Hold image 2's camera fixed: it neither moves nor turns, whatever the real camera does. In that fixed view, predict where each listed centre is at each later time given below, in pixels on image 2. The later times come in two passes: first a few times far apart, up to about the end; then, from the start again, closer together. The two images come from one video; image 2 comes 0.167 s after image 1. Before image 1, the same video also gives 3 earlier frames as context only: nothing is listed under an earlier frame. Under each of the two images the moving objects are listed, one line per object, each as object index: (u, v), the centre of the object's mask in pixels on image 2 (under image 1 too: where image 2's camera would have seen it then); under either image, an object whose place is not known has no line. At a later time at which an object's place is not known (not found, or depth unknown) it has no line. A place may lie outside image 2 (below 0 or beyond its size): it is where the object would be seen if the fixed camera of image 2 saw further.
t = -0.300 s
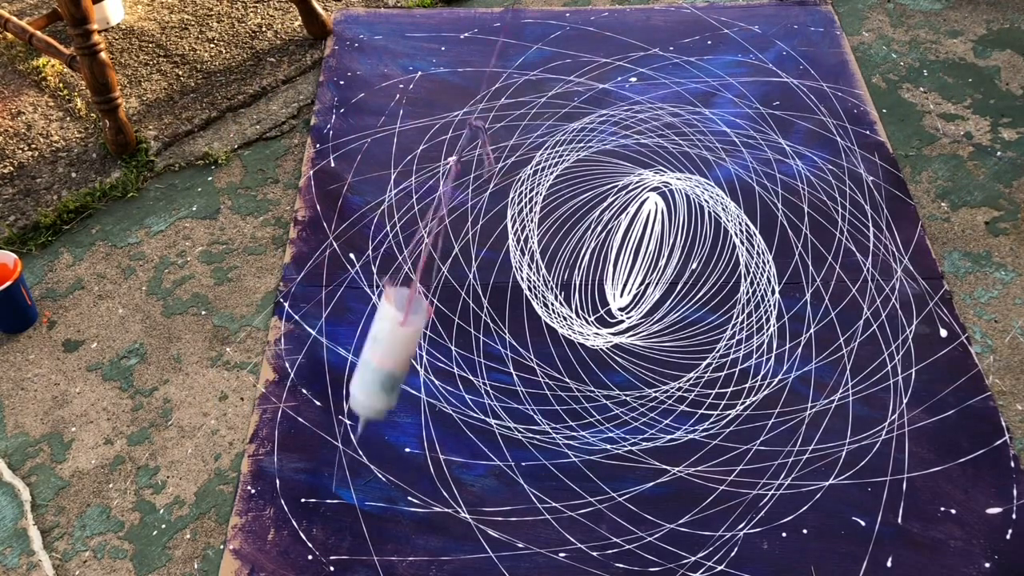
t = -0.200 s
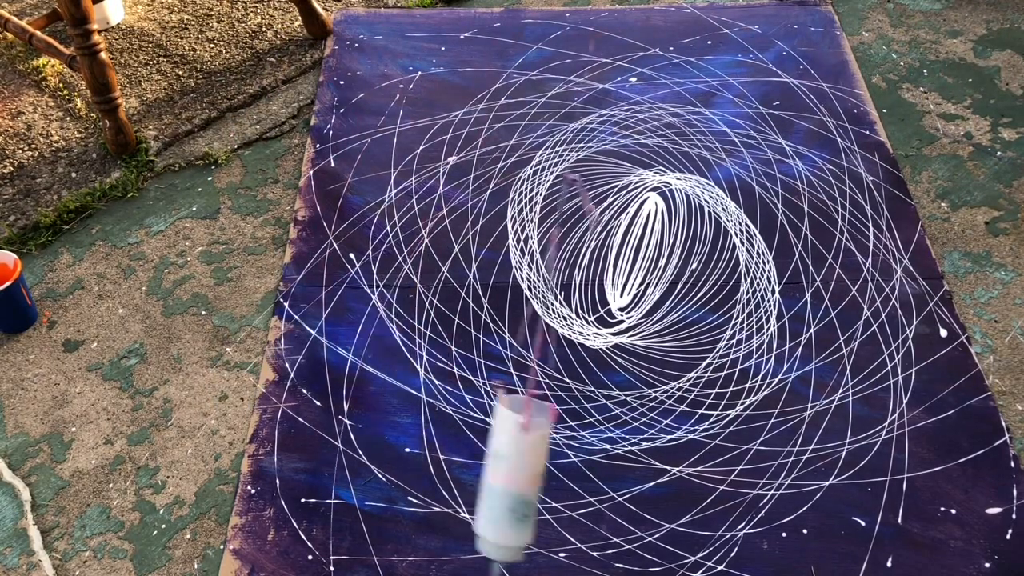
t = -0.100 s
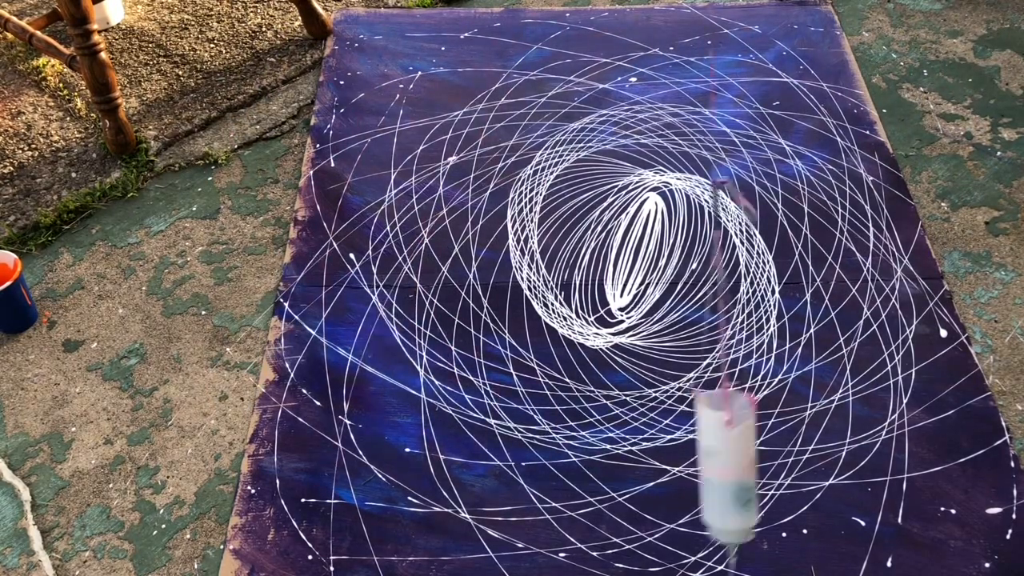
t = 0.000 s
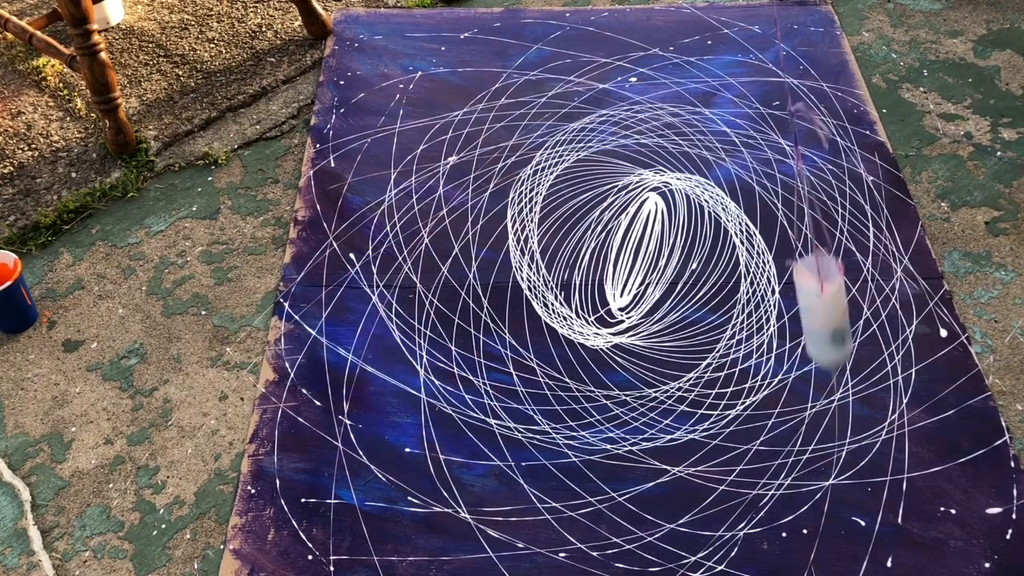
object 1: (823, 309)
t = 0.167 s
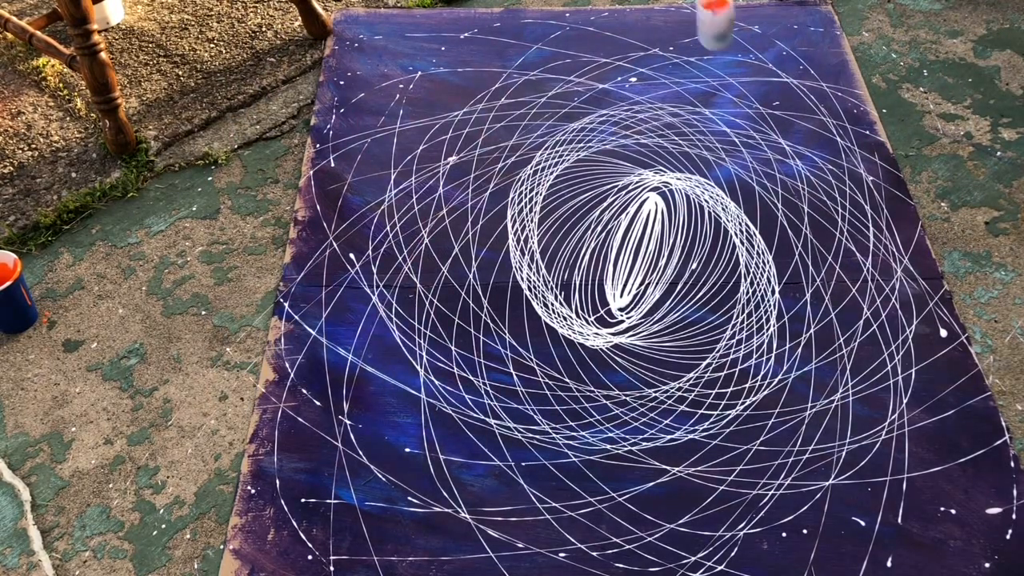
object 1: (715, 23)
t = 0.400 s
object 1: (443, 73)
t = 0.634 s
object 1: (640, 462)
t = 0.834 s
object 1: (897, 313)
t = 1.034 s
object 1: (625, 37)
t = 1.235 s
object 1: (376, 63)
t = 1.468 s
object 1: (663, 409)
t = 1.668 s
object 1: (962, 268)
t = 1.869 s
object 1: (636, 92)
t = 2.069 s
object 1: (329, 95)
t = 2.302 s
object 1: (617, 367)
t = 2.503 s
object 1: (965, 214)
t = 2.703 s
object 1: (682, 110)
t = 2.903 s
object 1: (328, 148)
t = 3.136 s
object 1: (557, 355)
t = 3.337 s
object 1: (918, 185)
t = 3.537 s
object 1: (721, 94)
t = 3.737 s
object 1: (369, 194)
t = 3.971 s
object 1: (513, 364)
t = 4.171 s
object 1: (854, 186)
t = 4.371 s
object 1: (737, 66)
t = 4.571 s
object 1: (427, 213)
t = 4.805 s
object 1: (498, 385)
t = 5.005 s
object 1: (800, 208)
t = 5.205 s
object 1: (729, 44)
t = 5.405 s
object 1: (476, 203)
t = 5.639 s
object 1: (512, 403)
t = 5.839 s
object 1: (765, 241)
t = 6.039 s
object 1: (708, 38)
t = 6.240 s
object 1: (503, 174)
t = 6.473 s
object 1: (541, 410)
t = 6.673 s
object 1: (754, 277)
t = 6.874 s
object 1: (685, 49)
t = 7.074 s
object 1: (508, 140)
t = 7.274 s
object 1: (529, 381)
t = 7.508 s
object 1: (765, 305)
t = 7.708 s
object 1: (671, 74)
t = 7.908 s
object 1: (499, 113)
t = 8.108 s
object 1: (539, 354)
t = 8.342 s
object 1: (787, 324)
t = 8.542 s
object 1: (670, 108)
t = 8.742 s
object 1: (486, 100)
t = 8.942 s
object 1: (528, 324)
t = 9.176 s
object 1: (808, 329)
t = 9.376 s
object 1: (685, 139)
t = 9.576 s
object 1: (474, 100)
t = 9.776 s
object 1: (503, 293)
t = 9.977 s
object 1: (791, 345)
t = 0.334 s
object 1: (499, 9)
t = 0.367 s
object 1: (470, 29)
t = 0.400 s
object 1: (443, 73)
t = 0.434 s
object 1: (425, 132)
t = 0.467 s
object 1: (419, 197)
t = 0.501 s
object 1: (428, 263)
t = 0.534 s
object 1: (454, 327)
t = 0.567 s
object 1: (500, 385)
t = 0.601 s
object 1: (563, 431)
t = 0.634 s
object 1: (640, 462)
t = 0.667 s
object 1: (722, 474)
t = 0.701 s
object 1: (797, 467)
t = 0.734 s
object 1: (856, 443)
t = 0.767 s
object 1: (892, 407)
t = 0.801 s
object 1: (906, 363)
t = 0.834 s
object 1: (897, 313)
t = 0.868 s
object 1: (871, 262)
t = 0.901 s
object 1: (832, 210)
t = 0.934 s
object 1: (785, 160)
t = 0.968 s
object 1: (734, 113)
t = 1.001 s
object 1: (680, 71)
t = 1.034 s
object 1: (625, 37)
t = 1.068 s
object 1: (568, 23)
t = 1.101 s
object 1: (514, 15)
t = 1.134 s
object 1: (465, 13)
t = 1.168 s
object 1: (426, 18)
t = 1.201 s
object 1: (398, 30)
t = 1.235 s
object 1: (376, 63)
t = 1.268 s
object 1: (366, 110)
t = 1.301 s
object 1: (371, 167)
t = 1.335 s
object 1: (395, 227)
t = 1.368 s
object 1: (437, 286)
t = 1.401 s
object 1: (497, 339)
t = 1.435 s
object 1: (574, 383)
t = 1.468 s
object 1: (663, 409)
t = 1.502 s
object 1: (754, 416)
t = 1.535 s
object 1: (839, 405)
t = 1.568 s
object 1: (906, 381)
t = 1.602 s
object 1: (950, 346)
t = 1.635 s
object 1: (969, 308)
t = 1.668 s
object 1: (962, 268)
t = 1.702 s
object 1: (935, 232)
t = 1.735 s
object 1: (891, 197)
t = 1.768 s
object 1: (835, 167)
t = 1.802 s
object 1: (771, 139)
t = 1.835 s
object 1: (704, 115)
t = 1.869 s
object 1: (636, 92)
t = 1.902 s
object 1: (570, 76)
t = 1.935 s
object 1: (507, 63)
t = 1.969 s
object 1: (448, 58)
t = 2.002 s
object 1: (398, 60)
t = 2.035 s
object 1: (358, 71)
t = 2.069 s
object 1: (329, 95)
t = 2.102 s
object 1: (315, 128)
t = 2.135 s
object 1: (320, 170)
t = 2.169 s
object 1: (343, 218)
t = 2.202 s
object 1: (387, 268)
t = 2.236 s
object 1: (450, 311)
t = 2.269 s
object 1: (528, 347)
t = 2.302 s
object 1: (617, 367)
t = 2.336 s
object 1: (710, 369)
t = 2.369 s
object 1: (798, 356)
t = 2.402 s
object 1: (870, 328)
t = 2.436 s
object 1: (925, 292)
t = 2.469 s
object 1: (956, 251)
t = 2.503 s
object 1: (965, 214)
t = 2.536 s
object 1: (952, 182)
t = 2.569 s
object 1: (920, 156)
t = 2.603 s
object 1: (874, 136)
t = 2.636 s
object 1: (816, 123)
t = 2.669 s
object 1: (751, 115)
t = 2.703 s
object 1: (682, 110)
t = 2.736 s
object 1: (611, 109)
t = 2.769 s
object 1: (541, 109)
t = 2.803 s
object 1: (476, 113)
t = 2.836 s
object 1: (417, 119)
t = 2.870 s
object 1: (367, 130)
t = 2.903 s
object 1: (328, 148)
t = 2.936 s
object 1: (305, 172)
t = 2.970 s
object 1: (299, 202)
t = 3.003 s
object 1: (314, 238)
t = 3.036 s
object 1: (349, 277)
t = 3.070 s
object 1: (404, 312)
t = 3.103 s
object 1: (476, 339)
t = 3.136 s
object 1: (557, 355)
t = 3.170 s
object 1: (642, 354)
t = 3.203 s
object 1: (726, 338)
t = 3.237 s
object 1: (799, 308)
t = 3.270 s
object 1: (856, 270)
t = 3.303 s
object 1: (897, 227)
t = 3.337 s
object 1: (918, 185)
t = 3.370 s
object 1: (920, 148)
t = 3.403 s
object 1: (905, 118)
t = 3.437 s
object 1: (875, 100)
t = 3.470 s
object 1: (832, 89)
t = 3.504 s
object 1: (780, 88)
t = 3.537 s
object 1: (721, 94)
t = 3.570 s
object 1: (657, 105)
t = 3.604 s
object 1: (593, 119)
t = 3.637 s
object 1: (528, 135)
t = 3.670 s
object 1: (468, 153)
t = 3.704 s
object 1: (414, 172)
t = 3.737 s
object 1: (369, 194)
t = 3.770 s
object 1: (336, 218)
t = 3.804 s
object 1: (320, 245)
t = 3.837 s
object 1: (321, 274)
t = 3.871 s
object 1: (344, 304)
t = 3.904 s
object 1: (385, 332)
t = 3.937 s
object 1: (443, 353)
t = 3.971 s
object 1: (513, 364)
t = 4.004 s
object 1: (587, 361)
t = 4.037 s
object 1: (661, 344)
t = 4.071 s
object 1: (728, 315)
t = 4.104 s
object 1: (785, 276)
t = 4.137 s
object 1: (827, 232)
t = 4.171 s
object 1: (854, 186)
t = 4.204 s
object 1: (866, 143)
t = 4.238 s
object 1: (863, 108)
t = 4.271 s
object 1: (847, 82)
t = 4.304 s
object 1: (820, 66)
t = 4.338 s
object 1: (782, 61)
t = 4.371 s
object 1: (737, 66)
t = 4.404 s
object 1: (686, 80)
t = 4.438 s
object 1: (632, 101)
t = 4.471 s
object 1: (576, 126)
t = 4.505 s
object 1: (522, 154)
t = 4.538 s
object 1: (471, 184)
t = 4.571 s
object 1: (427, 213)
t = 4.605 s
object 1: (391, 243)
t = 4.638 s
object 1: (368, 274)
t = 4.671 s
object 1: (361, 303)
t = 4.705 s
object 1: (370, 332)
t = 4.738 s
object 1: (398, 357)
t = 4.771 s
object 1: (442, 375)
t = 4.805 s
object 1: (498, 385)
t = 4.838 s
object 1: (561, 382)
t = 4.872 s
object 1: (624, 367)
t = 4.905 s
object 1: (683, 340)
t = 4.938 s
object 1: (732, 301)
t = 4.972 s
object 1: (773, 255)
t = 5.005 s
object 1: (800, 208)
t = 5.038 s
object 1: (815, 160)
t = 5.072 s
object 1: (817, 118)
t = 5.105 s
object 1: (808, 84)
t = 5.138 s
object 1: (790, 60)
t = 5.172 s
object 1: (763, 46)
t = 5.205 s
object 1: (729, 44)
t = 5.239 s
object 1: (690, 52)
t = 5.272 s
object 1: (646, 71)
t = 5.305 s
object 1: (602, 97)
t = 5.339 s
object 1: (557, 129)
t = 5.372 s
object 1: (514, 165)
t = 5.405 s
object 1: (476, 203)
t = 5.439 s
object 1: (445, 239)
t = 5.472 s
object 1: (422, 277)
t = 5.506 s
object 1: (411, 312)
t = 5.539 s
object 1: (415, 345)
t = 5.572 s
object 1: (434, 371)
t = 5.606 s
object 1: (467, 392)
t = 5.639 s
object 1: (512, 403)
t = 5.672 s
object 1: (563, 404)
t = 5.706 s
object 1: (616, 392)
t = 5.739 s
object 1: (666, 368)
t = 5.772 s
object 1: (708, 332)
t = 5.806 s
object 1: (741, 290)
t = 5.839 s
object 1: (765, 241)
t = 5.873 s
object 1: (777, 194)
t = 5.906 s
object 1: (779, 146)
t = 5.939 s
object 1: (772, 107)
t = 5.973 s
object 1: (757, 74)
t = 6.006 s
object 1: (735, 50)
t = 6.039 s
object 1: (708, 38)
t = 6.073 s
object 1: (676, 38)
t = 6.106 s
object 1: (641, 49)
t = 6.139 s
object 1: (605, 70)
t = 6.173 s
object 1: (568, 98)
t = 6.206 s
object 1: (533, 134)
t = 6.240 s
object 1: (503, 174)
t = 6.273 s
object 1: (478, 217)
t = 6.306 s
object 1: (460, 259)
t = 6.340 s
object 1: (453, 299)
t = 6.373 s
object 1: (457, 337)
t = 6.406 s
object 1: (473, 370)
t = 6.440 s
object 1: (502, 394)
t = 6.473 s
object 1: (541, 410)
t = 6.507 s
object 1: (585, 416)
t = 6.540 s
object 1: (631, 409)
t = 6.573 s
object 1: (674, 390)
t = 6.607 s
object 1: (711, 360)
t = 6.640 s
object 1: (737, 322)
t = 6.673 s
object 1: (754, 277)
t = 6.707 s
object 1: (761, 230)
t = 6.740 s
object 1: (759, 182)
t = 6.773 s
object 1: (750, 139)
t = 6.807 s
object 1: (733, 100)
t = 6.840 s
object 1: (711, 70)
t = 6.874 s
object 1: (685, 49)
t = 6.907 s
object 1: (656, 39)
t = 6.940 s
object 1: (625, 40)
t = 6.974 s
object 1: (593, 51)
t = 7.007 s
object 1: (562, 73)
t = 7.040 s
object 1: (533, 103)
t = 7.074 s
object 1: (508, 140)
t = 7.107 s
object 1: (489, 182)
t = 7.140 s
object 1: (477, 225)
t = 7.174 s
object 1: (474, 269)
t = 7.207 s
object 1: (482, 311)
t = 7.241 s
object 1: (500, 349)
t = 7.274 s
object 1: (529, 381)
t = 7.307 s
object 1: (567, 402)
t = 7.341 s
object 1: (611, 413)
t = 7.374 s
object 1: (655, 413)
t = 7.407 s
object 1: (696, 401)
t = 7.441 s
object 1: (729, 377)
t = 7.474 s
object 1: (752, 345)
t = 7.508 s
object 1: (765, 305)
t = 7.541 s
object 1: (767, 263)
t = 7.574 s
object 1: (760, 218)
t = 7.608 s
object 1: (745, 175)
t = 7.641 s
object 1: (724, 136)
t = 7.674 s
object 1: (699, 102)
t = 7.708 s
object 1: (671, 74)
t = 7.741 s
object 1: (640, 56)
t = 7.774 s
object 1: (608, 48)
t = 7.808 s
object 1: (577, 50)
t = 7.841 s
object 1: (548, 62)
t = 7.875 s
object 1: (521, 84)
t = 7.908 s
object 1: (499, 113)
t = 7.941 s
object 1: (484, 150)
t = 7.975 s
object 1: (475, 192)
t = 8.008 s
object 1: (476, 235)
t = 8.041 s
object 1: (486, 279)
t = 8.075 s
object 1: (507, 320)
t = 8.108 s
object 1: (539, 354)
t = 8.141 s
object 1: (580, 381)
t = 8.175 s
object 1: (625, 398)
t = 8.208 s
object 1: (672, 404)
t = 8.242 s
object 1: (716, 398)
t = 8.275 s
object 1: (751, 381)
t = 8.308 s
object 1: (775, 356)
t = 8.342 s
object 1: (787, 324)
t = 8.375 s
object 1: (788, 286)
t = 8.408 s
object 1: (778, 249)
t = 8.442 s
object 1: (759, 208)
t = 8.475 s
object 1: (733, 171)
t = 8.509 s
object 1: (704, 137)
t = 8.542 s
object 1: (670, 108)
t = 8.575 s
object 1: (636, 85)
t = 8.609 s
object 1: (601, 70)
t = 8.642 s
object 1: (567, 64)
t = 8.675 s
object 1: (536, 67)
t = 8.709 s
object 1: (508, 79)
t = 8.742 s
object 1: (486, 100)
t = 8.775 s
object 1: (469, 130)
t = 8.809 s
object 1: (461, 164)
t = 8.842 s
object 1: (462, 204)
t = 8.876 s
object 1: (474, 246)
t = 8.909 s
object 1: (496, 287)
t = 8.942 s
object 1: (528, 324)
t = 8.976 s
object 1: (571, 353)
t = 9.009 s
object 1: (619, 374)
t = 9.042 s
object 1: (670, 385)
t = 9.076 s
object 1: (719, 385)
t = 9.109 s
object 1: (760, 375)
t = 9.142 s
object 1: (791, 355)
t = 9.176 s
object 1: (808, 329)
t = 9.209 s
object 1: (812, 298)
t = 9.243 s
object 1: (803, 264)
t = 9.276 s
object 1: (784, 230)
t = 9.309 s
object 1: (757, 197)
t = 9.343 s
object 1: (723, 167)
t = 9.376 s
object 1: (685, 139)
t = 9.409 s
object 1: (646, 116)
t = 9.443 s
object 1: (607, 98)
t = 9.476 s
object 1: (569, 87)
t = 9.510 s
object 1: (533, 83)
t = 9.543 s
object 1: (501, 87)
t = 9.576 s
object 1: (474, 100)
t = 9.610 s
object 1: (455, 121)
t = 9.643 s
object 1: (444, 148)
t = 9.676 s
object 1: (442, 181)
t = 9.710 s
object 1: (451, 218)
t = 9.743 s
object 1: (472, 256)
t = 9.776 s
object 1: (503, 293)
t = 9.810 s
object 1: (545, 324)
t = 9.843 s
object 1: (595, 348)
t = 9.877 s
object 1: (649, 362)
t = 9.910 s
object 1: (703, 366)
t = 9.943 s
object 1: (752, 360)
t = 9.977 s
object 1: (791, 345)
